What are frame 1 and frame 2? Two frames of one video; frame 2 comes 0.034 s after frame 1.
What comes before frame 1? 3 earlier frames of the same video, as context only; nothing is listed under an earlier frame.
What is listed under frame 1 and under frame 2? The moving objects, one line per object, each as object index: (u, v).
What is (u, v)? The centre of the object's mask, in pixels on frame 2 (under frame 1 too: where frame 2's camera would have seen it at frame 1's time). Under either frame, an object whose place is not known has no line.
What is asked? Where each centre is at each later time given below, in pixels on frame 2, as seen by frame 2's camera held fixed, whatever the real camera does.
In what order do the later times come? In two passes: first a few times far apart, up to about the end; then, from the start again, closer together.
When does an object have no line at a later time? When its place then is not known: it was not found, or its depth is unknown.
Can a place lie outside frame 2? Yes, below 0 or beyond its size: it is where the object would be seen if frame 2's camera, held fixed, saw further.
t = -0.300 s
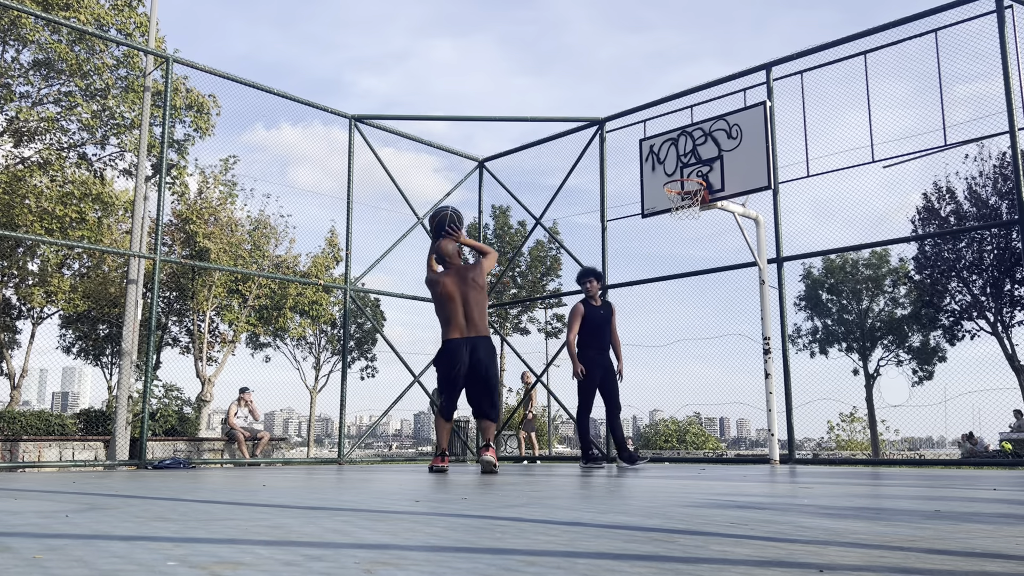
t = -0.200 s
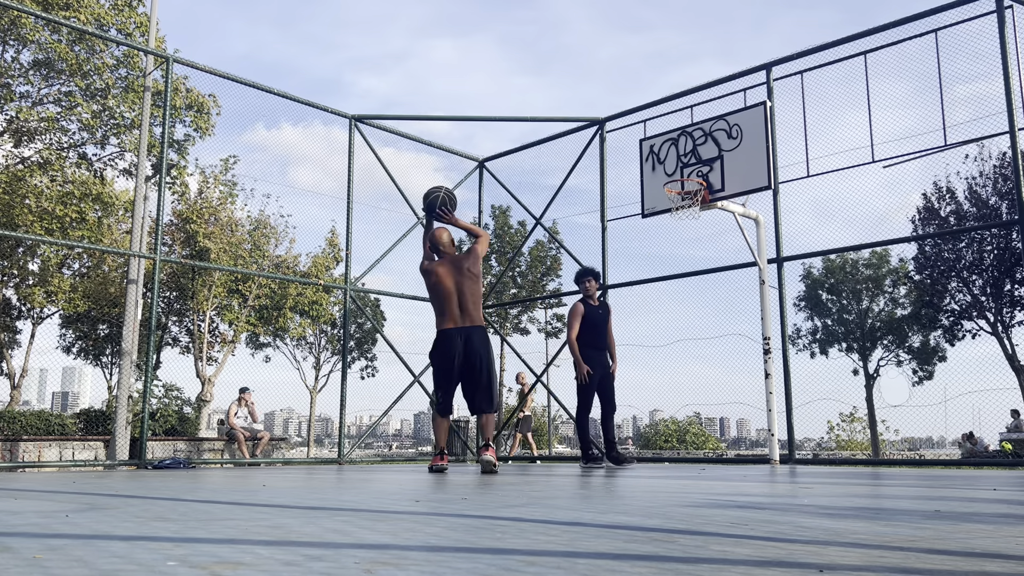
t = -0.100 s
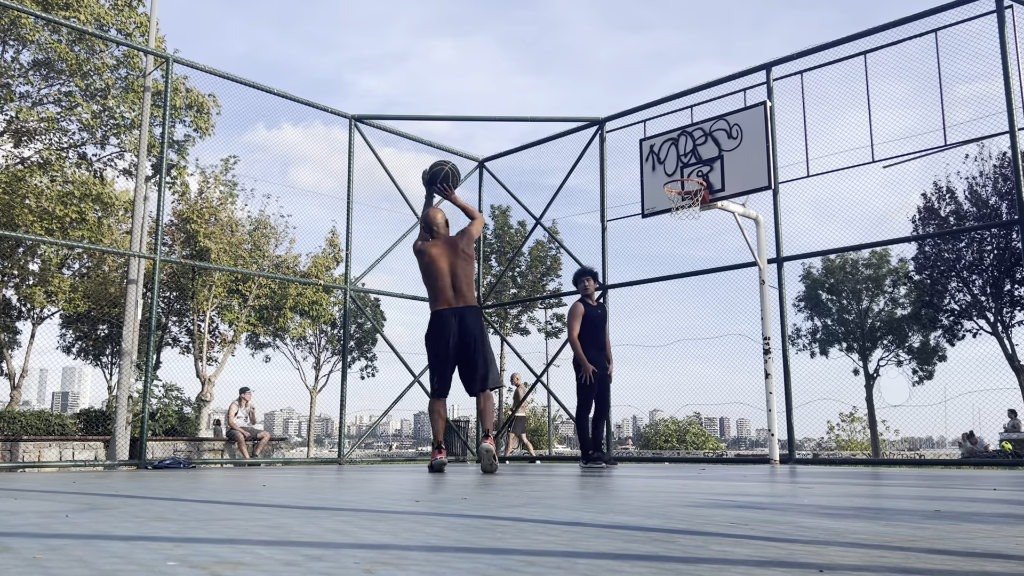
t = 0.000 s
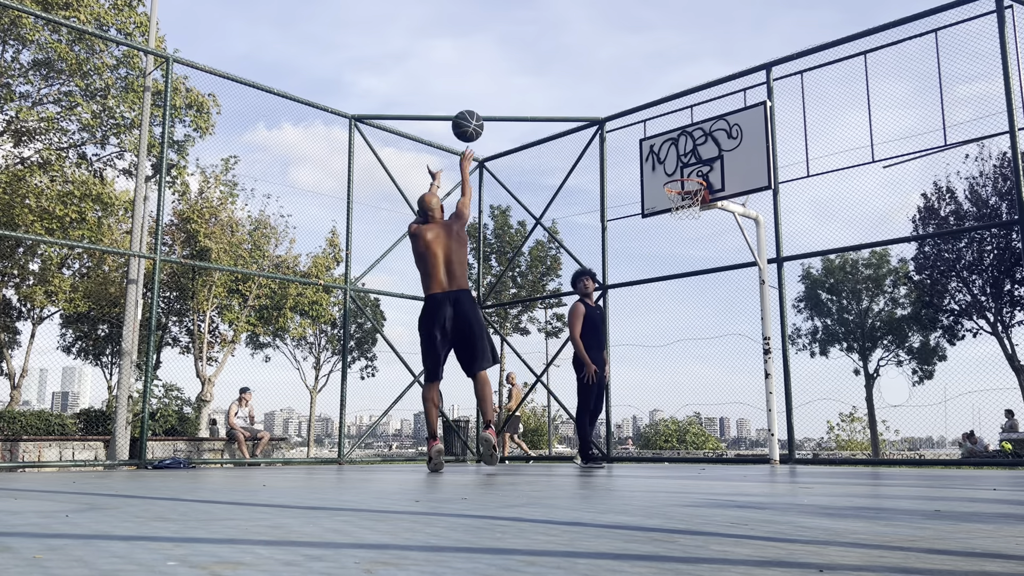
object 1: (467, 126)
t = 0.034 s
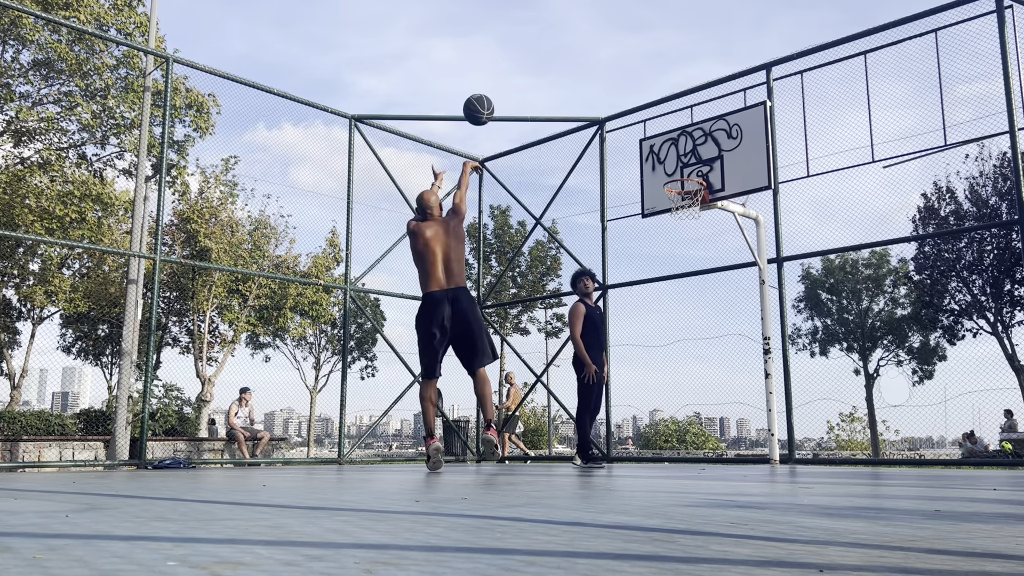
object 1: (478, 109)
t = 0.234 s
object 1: (535, 48)
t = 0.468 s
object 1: (587, 37)
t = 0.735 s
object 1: (637, 79)
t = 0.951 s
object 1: (672, 148)
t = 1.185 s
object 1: (696, 222)
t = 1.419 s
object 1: (704, 302)
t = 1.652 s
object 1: (715, 422)
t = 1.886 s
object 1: (708, 377)
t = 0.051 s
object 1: (484, 102)
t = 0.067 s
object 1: (489, 95)
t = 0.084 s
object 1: (494, 89)
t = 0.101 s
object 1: (499, 83)
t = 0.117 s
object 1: (504, 77)
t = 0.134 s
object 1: (508, 72)
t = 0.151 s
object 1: (513, 67)
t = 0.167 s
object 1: (518, 62)
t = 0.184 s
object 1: (522, 58)
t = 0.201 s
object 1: (526, 55)
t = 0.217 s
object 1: (531, 51)
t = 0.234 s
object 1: (535, 48)
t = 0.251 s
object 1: (539, 46)
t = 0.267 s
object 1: (543, 43)
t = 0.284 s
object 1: (547, 41)
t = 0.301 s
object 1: (551, 40)
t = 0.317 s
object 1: (555, 38)
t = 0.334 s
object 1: (559, 37)
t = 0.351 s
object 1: (563, 36)
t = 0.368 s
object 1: (566, 35)
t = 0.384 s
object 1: (570, 35)
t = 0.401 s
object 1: (574, 35)
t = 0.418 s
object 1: (577, 35)
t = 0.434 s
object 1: (580, 35)
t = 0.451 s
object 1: (584, 36)
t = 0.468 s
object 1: (587, 37)
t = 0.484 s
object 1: (591, 38)
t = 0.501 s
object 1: (594, 39)
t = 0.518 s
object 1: (597, 41)
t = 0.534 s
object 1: (601, 42)
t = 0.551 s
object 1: (604, 44)
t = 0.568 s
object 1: (607, 46)
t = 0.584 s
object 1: (610, 49)
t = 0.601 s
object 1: (613, 52)
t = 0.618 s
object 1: (616, 54)
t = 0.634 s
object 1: (619, 57)
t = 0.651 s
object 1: (622, 61)
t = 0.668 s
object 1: (625, 64)
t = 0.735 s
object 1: (637, 79)
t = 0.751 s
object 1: (640, 84)
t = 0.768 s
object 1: (643, 88)
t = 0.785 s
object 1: (645, 93)
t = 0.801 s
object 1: (648, 97)
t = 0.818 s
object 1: (651, 103)
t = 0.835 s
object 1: (654, 108)
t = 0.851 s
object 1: (656, 113)
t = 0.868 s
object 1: (659, 119)
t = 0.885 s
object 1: (661, 124)
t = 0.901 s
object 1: (664, 130)
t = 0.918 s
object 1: (667, 136)
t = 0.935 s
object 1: (669, 143)
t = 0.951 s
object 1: (672, 148)
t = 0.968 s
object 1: (674, 155)
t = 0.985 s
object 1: (677, 162)
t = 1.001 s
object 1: (679, 169)
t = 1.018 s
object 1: (681, 173)
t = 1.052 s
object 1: (687, 186)
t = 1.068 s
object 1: (688, 192)
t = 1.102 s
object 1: (695, 207)
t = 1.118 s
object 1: (694, 211)
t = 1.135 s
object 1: (694, 212)
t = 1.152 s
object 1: (695, 215)
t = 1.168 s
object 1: (695, 218)
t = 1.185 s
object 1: (696, 222)
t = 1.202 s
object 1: (697, 226)
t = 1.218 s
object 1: (697, 231)
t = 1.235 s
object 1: (698, 236)
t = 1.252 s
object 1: (698, 241)
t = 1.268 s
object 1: (699, 246)
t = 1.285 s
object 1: (699, 251)
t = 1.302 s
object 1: (700, 257)
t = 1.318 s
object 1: (700, 263)
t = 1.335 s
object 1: (701, 269)
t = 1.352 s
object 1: (701, 275)
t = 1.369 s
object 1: (702, 281)
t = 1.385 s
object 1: (703, 288)
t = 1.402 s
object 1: (703, 295)
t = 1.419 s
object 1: (704, 302)
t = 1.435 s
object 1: (705, 309)
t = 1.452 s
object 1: (705, 316)
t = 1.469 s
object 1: (706, 324)
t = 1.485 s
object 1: (707, 331)
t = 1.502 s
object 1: (707, 339)
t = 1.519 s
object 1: (708, 348)
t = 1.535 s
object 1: (709, 356)
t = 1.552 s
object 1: (710, 365)
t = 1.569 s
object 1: (711, 374)
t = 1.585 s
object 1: (711, 383)
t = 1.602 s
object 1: (712, 392)
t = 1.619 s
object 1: (713, 402)
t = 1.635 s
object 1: (714, 412)
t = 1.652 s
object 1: (715, 422)
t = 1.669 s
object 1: (715, 432)
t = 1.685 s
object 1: (717, 443)
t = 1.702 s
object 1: (718, 453)
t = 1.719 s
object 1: (718, 453)
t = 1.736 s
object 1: (716, 444)
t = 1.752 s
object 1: (715, 436)
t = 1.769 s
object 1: (714, 428)
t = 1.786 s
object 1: (713, 419)
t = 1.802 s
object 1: (712, 412)
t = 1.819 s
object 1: (711, 404)
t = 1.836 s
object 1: (711, 397)
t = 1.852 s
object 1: (710, 390)
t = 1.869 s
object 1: (709, 384)
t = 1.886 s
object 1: (708, 377)
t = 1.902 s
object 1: (707, 371)
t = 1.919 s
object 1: (706, 365)
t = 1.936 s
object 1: (705, 359)
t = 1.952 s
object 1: (704, 354)
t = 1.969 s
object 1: (703, 348)
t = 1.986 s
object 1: (702, 343)
